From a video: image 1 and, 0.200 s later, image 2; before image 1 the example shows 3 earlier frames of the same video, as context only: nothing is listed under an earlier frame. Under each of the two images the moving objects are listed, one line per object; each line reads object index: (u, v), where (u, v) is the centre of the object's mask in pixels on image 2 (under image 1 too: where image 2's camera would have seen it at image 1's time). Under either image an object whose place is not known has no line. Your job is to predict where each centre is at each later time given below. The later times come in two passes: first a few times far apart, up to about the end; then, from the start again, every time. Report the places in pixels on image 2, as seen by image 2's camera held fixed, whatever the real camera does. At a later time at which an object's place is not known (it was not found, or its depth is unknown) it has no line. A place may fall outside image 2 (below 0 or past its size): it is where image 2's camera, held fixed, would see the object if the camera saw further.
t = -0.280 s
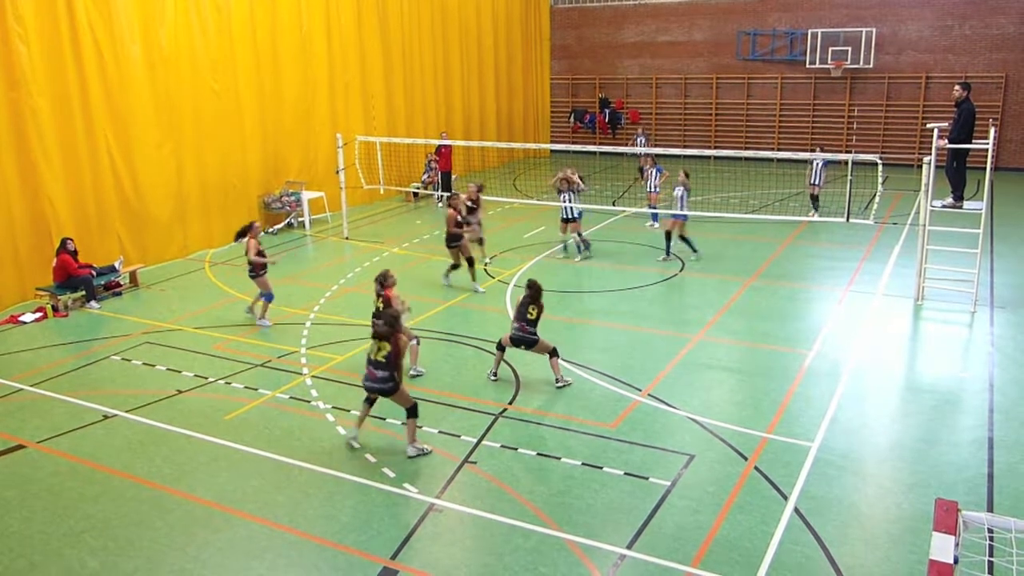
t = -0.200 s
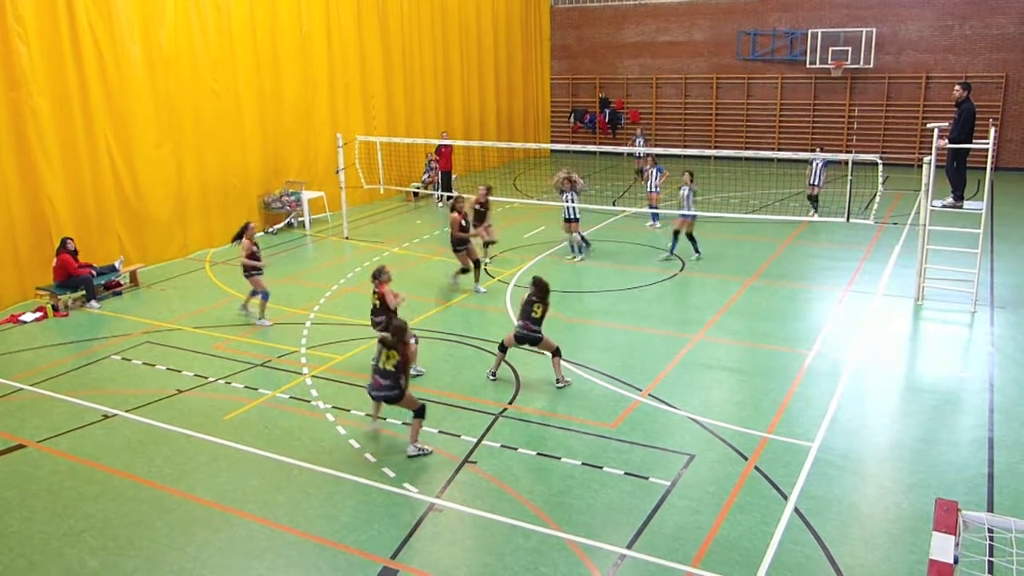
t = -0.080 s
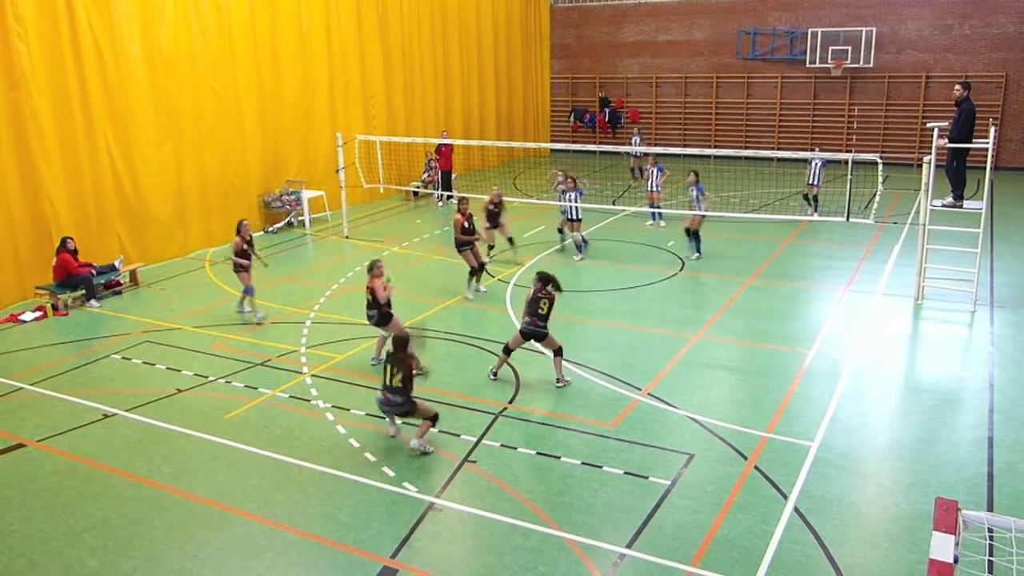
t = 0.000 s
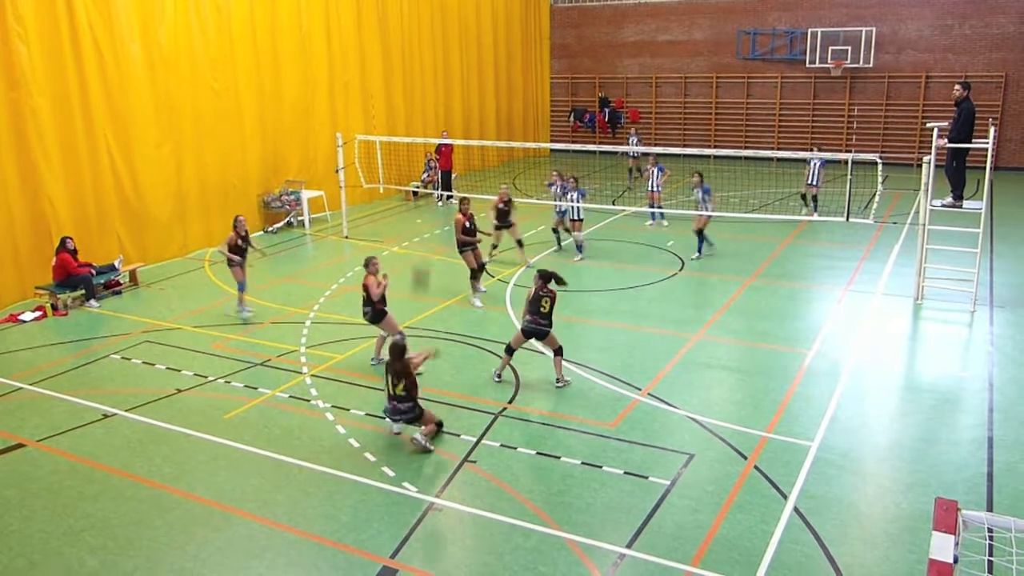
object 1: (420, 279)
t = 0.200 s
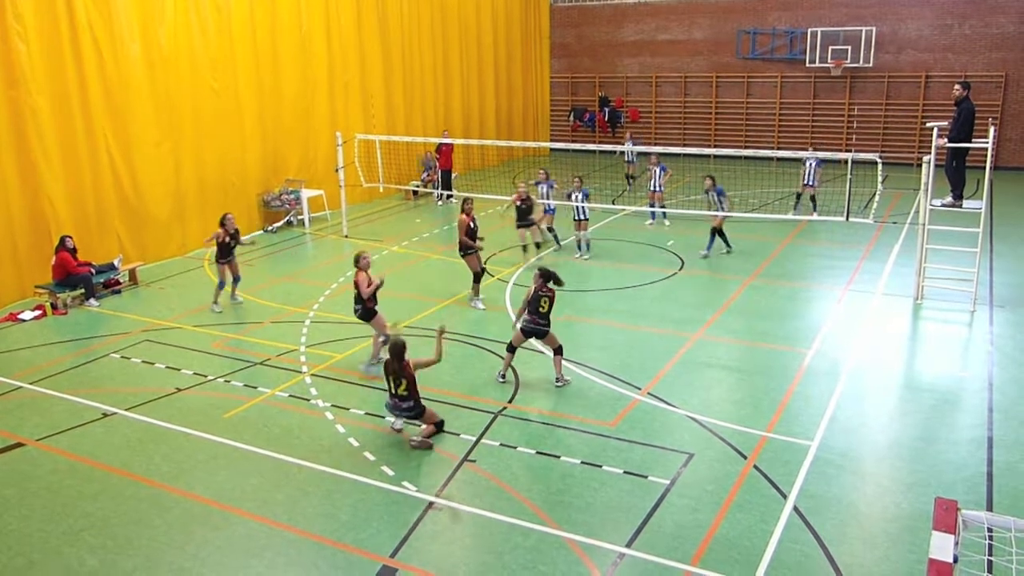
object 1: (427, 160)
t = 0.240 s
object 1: (428, 144)
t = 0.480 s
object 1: (434, 71)
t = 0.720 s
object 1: (444, 50)
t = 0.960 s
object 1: (453, 77)
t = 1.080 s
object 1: (458, 106)
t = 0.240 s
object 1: (428, 144)
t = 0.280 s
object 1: (428, 128)
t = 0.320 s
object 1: (430, 112)
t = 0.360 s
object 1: (431, 99)
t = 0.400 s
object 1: (432, 88)
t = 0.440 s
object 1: (433, 78)
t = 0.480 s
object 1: (434, 71)
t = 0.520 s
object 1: (436, 63)
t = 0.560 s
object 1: (437, 57)
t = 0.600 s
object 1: (439, 54)
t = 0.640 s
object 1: (440, 52)
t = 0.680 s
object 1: (442, 50)
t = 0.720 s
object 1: (444, 50)
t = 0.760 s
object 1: (445, 51)
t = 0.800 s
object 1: (447, 55)
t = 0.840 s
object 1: (448, 58)
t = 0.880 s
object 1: (450, 63)
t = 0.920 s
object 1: (451, 70)
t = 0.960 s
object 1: (453, 77)
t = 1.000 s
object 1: (454, 86)
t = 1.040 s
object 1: (456, 95)
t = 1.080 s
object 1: (458, 106)
